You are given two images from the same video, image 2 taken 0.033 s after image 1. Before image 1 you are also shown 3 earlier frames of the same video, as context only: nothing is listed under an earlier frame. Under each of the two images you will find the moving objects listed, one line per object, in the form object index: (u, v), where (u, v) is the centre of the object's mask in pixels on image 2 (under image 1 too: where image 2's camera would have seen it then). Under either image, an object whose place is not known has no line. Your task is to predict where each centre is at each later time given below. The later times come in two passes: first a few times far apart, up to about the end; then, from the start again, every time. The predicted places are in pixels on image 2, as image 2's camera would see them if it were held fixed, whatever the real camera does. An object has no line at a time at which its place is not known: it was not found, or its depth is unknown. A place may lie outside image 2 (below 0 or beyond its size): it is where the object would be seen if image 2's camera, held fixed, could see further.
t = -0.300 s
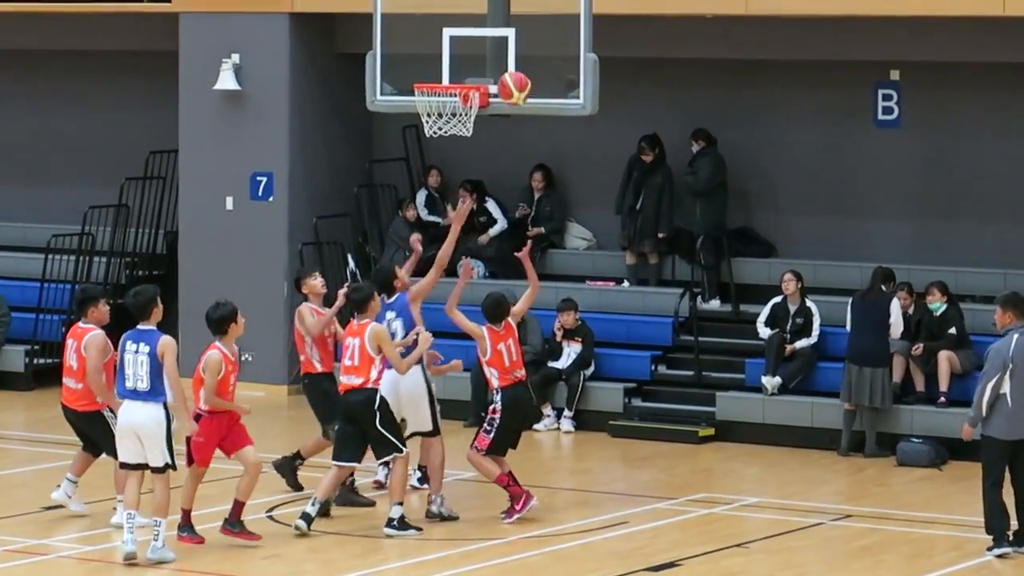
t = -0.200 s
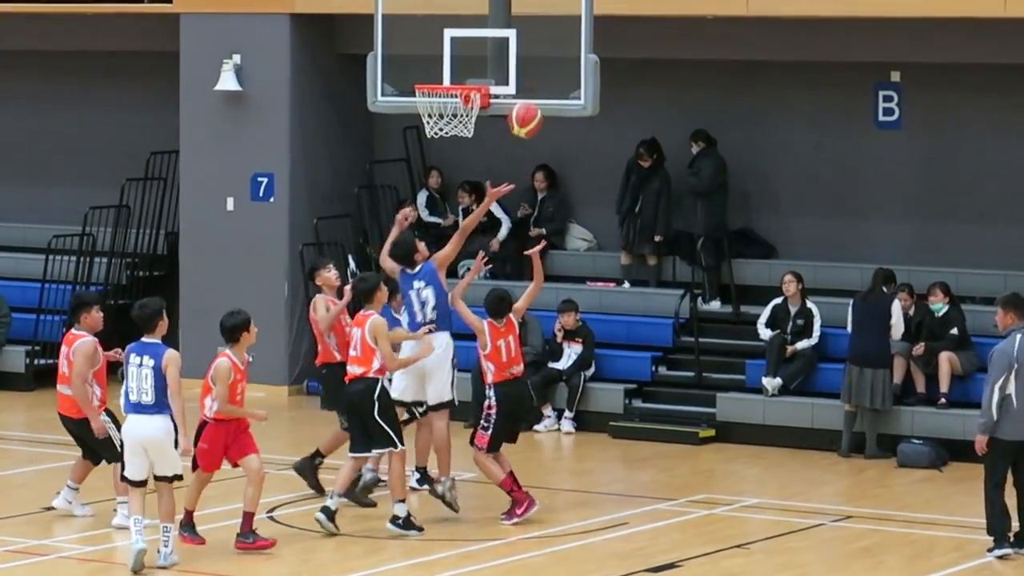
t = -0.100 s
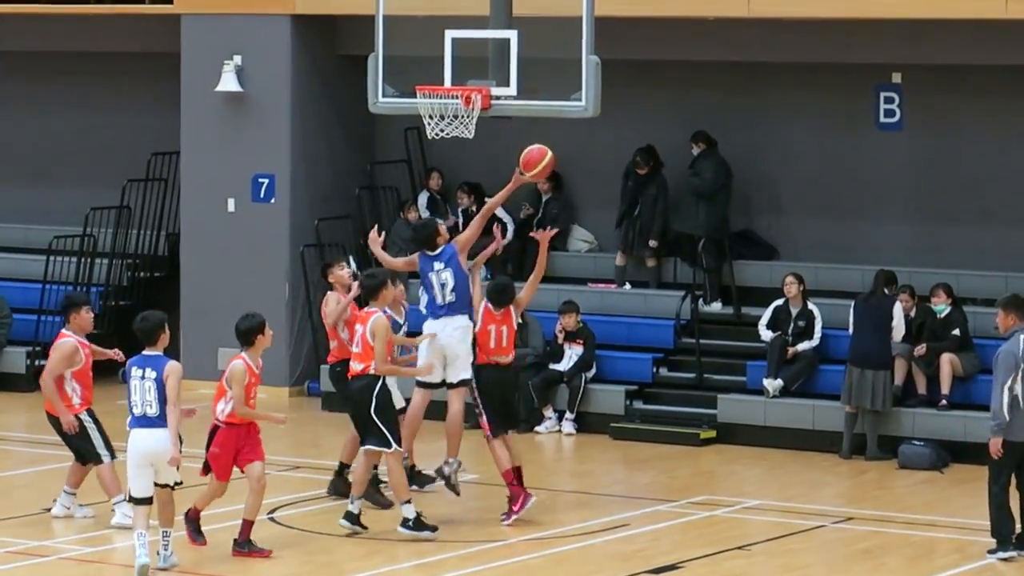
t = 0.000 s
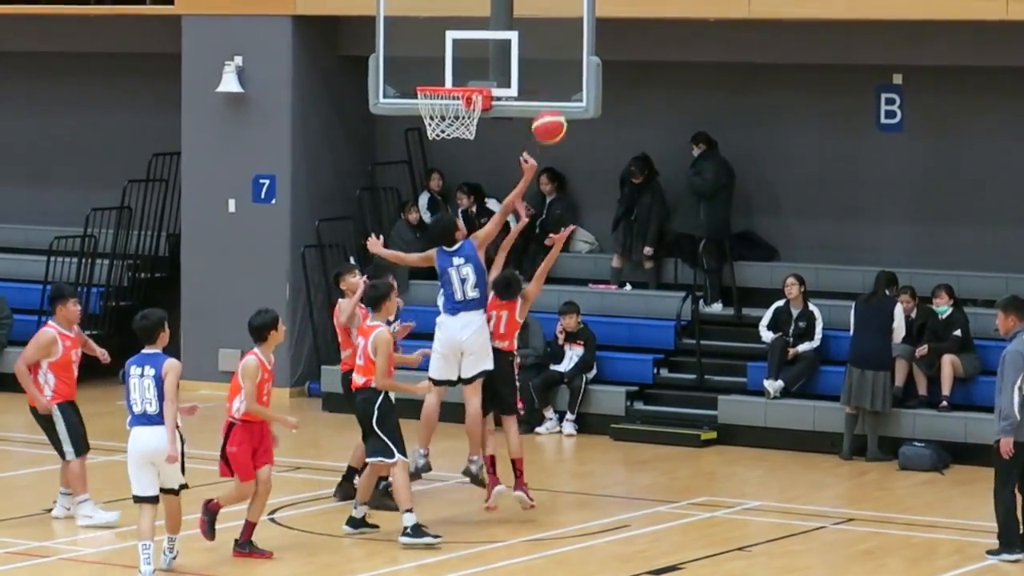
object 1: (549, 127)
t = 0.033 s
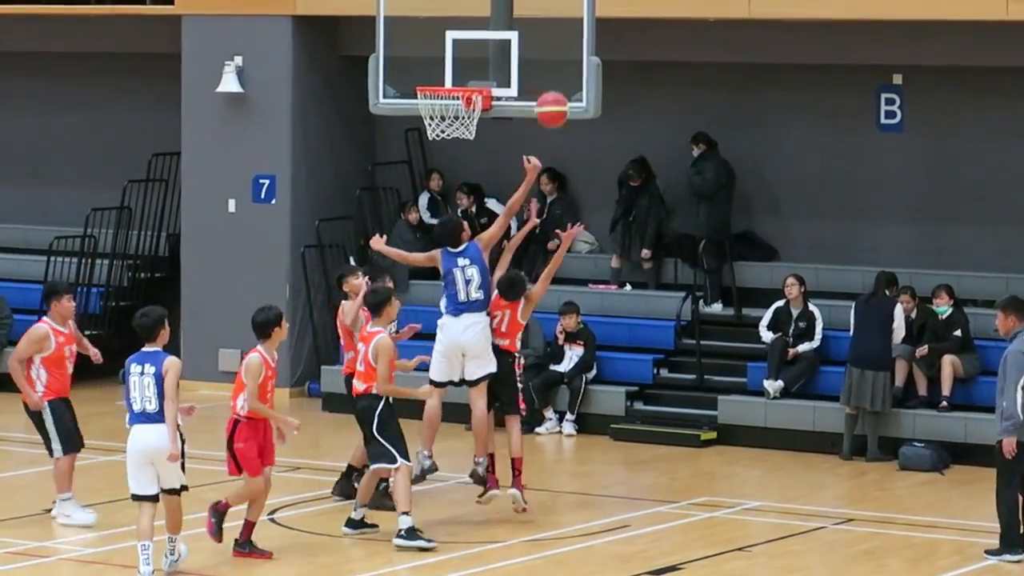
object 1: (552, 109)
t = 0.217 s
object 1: (566, 45)
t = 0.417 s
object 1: (582, 28)
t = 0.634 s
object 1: (599, 73)
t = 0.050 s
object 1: (553, 101)
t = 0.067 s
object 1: (554, 93)
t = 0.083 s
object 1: (556, 86)
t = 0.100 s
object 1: (557, 80)
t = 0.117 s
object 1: (558, 74)
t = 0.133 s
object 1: (559, 68)
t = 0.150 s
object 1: (561, 63)
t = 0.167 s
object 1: (562, 57)
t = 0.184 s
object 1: (563, 53)
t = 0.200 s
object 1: (565, 49)
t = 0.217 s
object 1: (566, 45)
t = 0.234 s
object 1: (567, 41)
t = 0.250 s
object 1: (569, 38)
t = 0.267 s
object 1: (570, 35)
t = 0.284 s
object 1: (571, 32)
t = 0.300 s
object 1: (572, 31)
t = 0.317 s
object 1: (574, 29)
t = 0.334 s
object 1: (575, 28)
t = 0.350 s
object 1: (577, 27)
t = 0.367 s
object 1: (578, 27)
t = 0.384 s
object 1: (579, 27)
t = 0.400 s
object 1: (581, 27)
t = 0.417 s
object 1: (582, 28)
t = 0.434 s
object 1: (584, 29)
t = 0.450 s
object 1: (585, 32)
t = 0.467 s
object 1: (586, 32)
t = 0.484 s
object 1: (587, 35)
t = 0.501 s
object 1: (589, 37)
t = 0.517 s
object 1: (590, 40)
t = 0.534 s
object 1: (591, 44)
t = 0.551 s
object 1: (592, 48)
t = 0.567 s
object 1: (594, 52)
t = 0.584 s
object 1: (595, 57)
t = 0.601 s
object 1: (596, 62)
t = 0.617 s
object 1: (597, 67)
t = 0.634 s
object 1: (599, 73)
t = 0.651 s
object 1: (600, 79)
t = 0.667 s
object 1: (601, 85)
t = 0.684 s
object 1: (603, 93)
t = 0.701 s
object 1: (604, 101)
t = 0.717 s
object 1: (605, 108)
